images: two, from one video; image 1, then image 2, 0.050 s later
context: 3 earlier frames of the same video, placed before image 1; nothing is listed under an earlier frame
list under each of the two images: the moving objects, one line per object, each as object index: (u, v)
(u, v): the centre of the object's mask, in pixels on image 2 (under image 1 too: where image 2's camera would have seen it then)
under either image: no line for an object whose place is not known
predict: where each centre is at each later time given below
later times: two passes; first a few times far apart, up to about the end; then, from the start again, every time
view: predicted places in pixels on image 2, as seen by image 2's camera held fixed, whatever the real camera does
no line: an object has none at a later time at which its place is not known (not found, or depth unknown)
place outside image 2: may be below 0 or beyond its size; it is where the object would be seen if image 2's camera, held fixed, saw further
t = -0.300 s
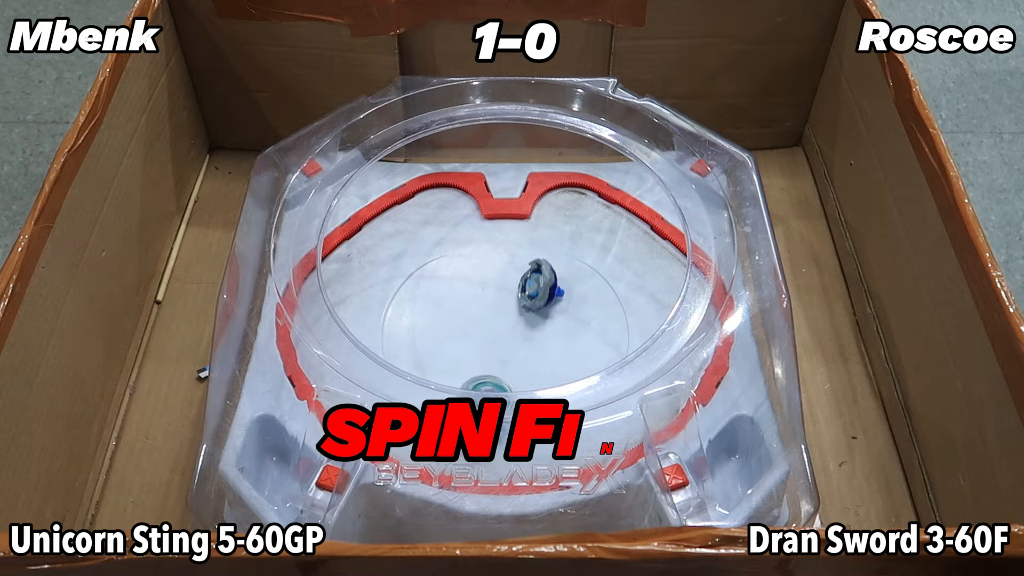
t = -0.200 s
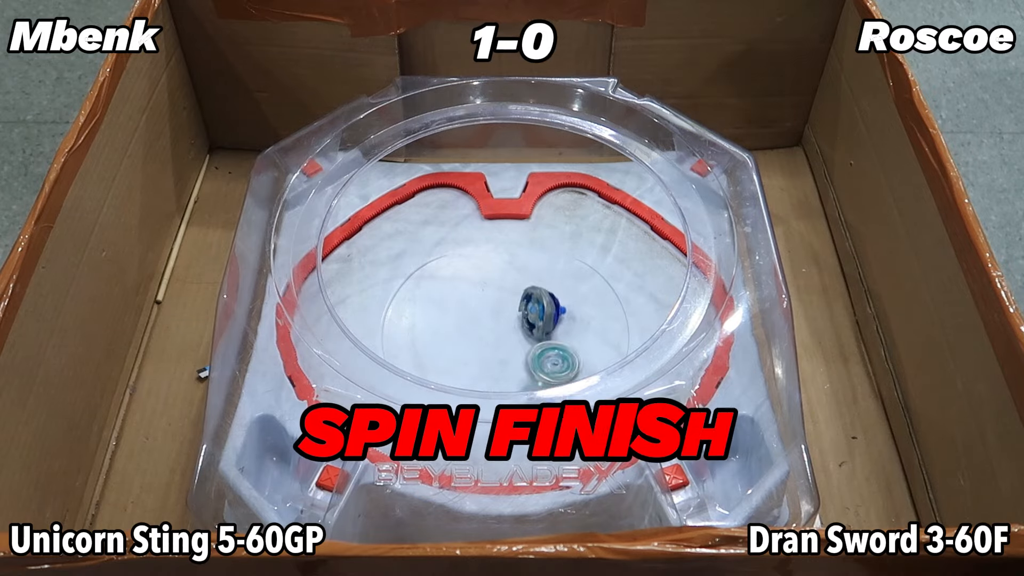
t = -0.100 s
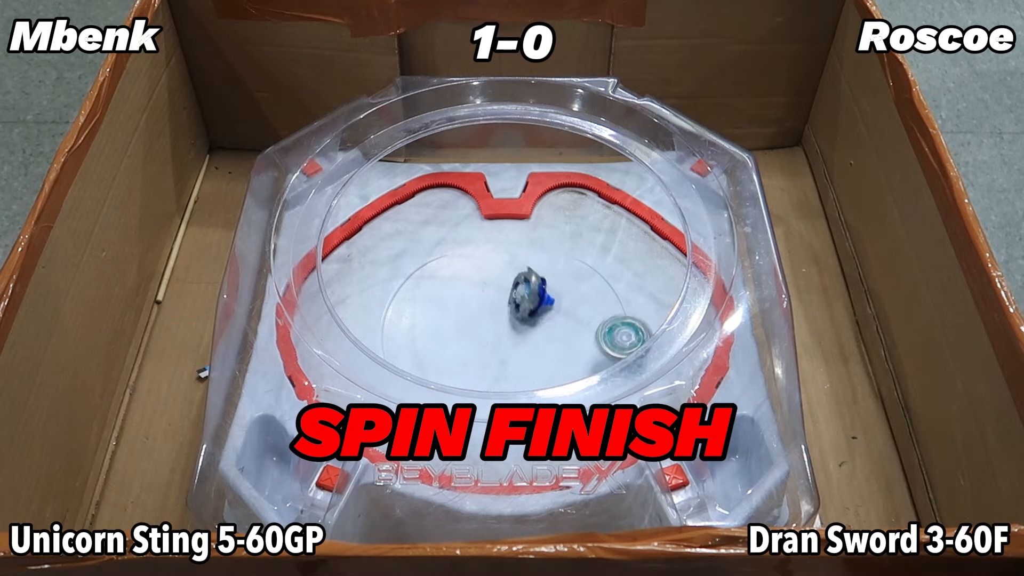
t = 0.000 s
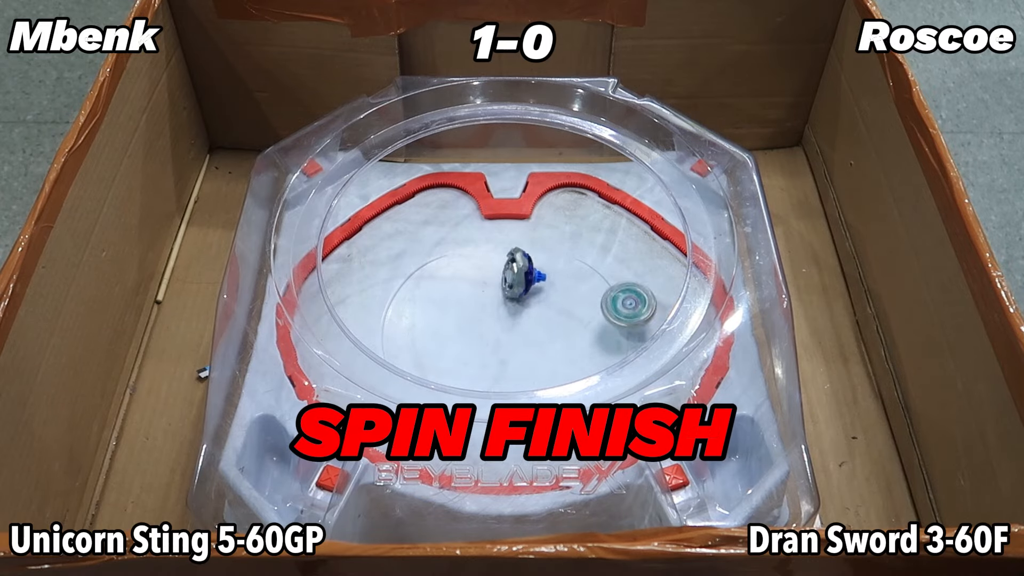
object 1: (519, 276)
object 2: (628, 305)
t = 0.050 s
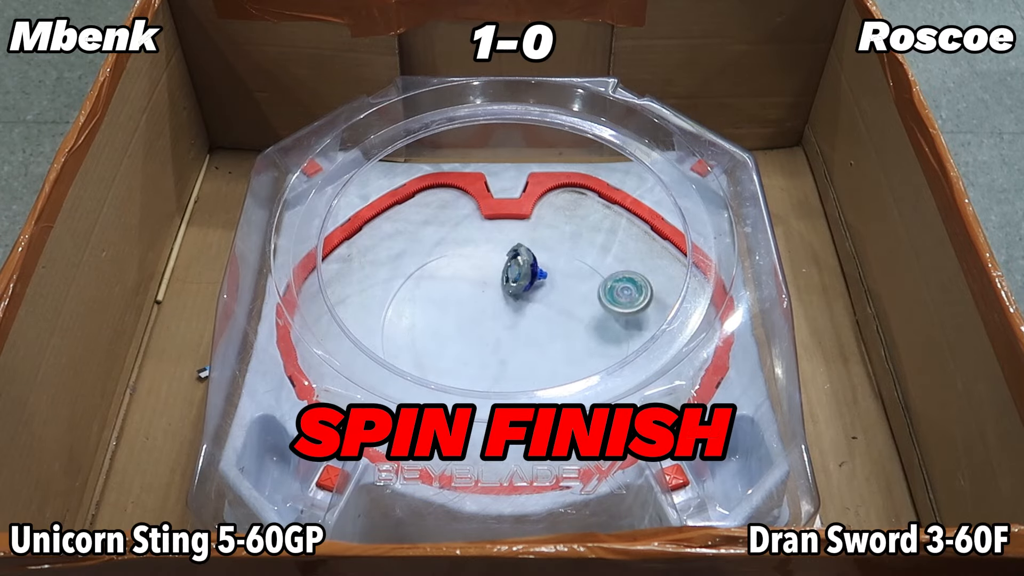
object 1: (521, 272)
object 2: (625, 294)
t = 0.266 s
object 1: (524, 273)
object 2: (569, 249)
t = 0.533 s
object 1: (504, 310)
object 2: (544, 252)
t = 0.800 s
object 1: (549, 320)
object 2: (489, 303)
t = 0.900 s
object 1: (543, 317)
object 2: (473, 335)
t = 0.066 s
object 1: (522, 272)
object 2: (623, 290)
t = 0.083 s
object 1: (523, 273)
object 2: (621, 288)
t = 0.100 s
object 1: (524, 272)
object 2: (619, 284)
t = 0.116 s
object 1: (525, 272)
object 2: (617, 280)
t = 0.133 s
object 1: (525, 271)
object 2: (613, 277)
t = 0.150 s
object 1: (525, 271)
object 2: (610, 272)
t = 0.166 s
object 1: (525, 271)
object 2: (605, 267)
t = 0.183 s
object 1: (525, 271)
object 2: (598, 263)
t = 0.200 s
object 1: (525, 271)
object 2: (592, 258)
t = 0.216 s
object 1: (525, 271)
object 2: (586, 255)
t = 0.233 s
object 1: (524, 271)
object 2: (580, 253)
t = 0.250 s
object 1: (525, 272)
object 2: (574, 251)
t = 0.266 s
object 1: (524, 273)
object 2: (569, 249)
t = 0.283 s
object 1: (521, 275)
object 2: (566, 248)
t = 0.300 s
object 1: (516, 277)
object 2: (567, 247)
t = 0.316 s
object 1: (511, 279)
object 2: (567, 246)
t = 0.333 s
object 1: (508, 280)
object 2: (566, 247)
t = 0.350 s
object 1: (505, 281)
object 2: (565, 247)
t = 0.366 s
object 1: (503, 284)
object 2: (563, 247)
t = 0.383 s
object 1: (502, 285)
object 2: (561, 247)
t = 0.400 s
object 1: (501, 287)
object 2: (559, 247)
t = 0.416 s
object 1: (501, 289)
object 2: (557, 248)
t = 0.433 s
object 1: (500, 291)
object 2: (556, 248)
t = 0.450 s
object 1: (500, 293)
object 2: (554, 249)
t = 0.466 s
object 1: (500, 297)
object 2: (552, 249)
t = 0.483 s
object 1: (500, 300)
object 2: (550, 250)
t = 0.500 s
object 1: (501, 303)
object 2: (548, 251)
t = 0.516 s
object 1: (502, 307)
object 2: (546, 252)
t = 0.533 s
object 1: (504, 310)
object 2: (544, 252)
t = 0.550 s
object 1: (505, 312)
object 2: (542, 254)
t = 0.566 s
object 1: (508, 315)
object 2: (539, 255)
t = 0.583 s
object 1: (511, 316)
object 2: (537, 258)
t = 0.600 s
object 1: (515, 318)
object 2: (533, 260)
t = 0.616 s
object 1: (518, 319)
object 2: (530, 262)
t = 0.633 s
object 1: (522, 320)
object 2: (526, 264)
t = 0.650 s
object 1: (526, 322)
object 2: (523, 267)
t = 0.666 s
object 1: (530, 322)
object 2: (519, 270)
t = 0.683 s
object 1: (534, 323)
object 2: (515, 273)
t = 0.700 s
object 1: (537, 323)
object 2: (511, 277)
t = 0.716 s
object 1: (540, 323)
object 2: (507, 281)
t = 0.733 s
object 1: (543, 323)
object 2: (503, 286)
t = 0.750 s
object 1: (545, 322)
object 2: (500, 289)
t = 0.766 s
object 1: (547, 322)
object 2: (496, 294)
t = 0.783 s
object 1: (548, 321)
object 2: (492, 298)
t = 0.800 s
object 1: (549, 320)
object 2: (489, 303)
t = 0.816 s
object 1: (549, 318)
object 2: (485, 309)
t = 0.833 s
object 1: (549, 317)
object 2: (482, 315)
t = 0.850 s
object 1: (547, 316)
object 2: (480, 320)
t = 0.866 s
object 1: (546, 316)
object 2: (477, 326)
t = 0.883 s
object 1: (545, 316)
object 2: (475, 332)
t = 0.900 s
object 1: (543, 317)
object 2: (473, 335)
